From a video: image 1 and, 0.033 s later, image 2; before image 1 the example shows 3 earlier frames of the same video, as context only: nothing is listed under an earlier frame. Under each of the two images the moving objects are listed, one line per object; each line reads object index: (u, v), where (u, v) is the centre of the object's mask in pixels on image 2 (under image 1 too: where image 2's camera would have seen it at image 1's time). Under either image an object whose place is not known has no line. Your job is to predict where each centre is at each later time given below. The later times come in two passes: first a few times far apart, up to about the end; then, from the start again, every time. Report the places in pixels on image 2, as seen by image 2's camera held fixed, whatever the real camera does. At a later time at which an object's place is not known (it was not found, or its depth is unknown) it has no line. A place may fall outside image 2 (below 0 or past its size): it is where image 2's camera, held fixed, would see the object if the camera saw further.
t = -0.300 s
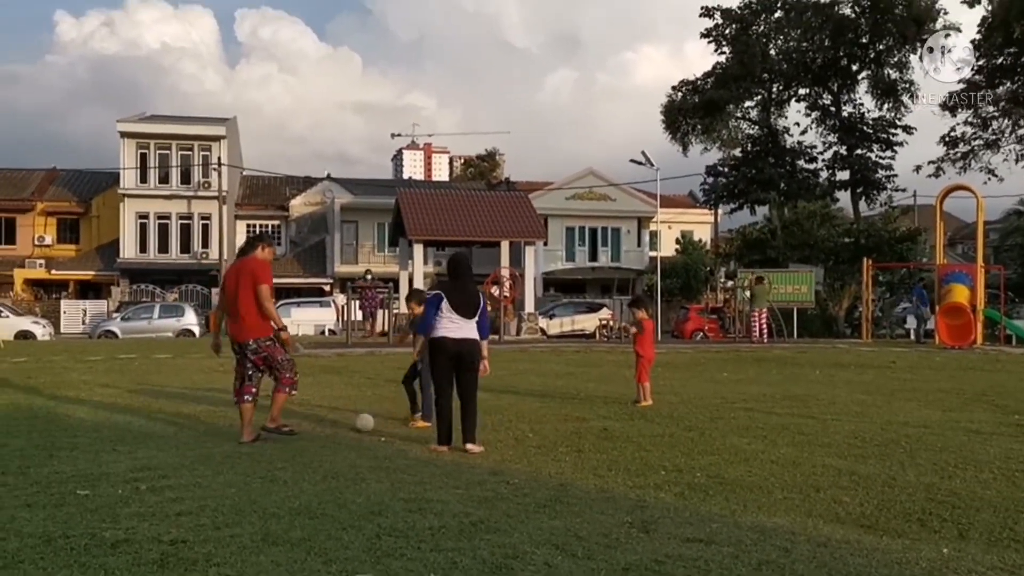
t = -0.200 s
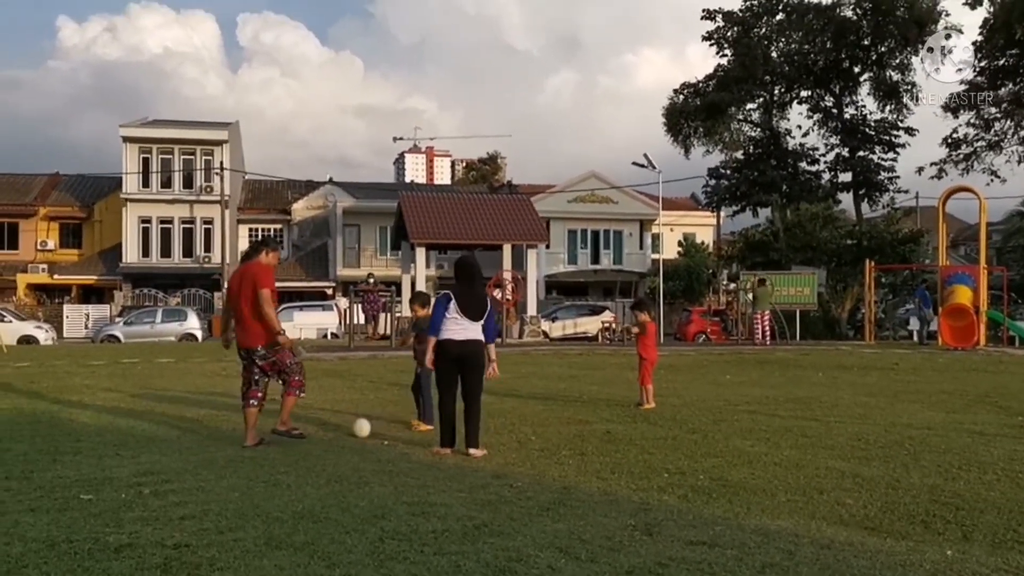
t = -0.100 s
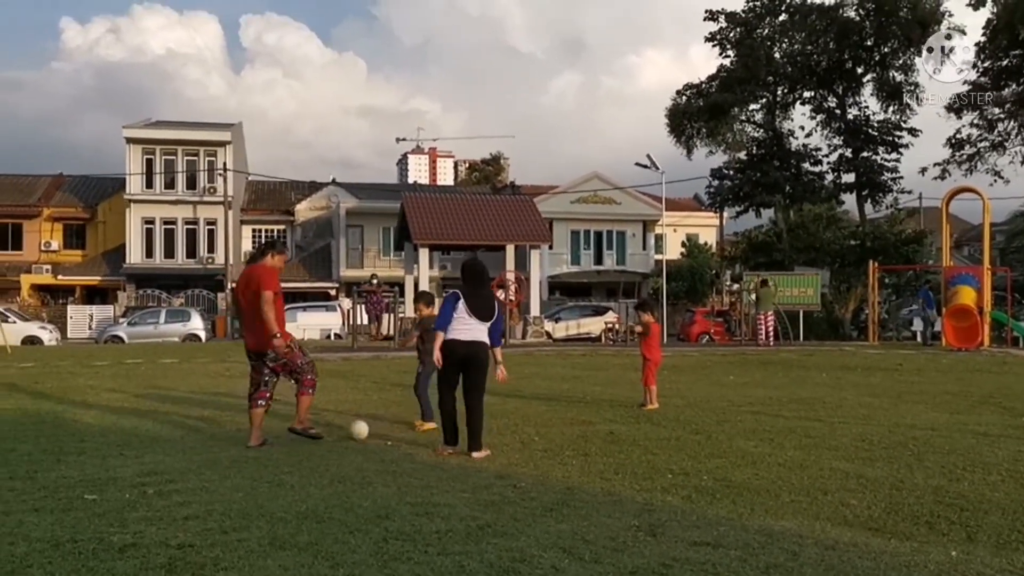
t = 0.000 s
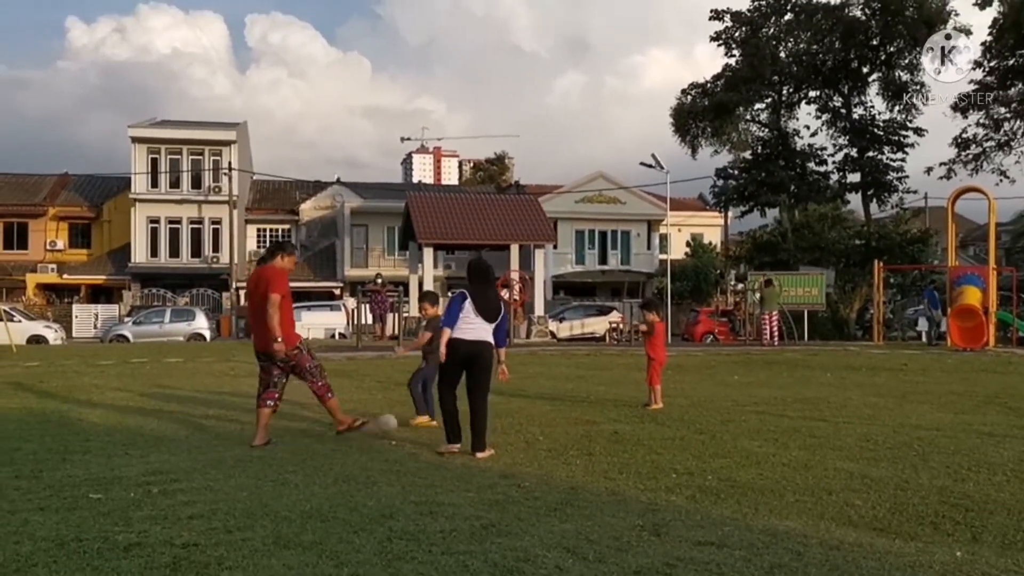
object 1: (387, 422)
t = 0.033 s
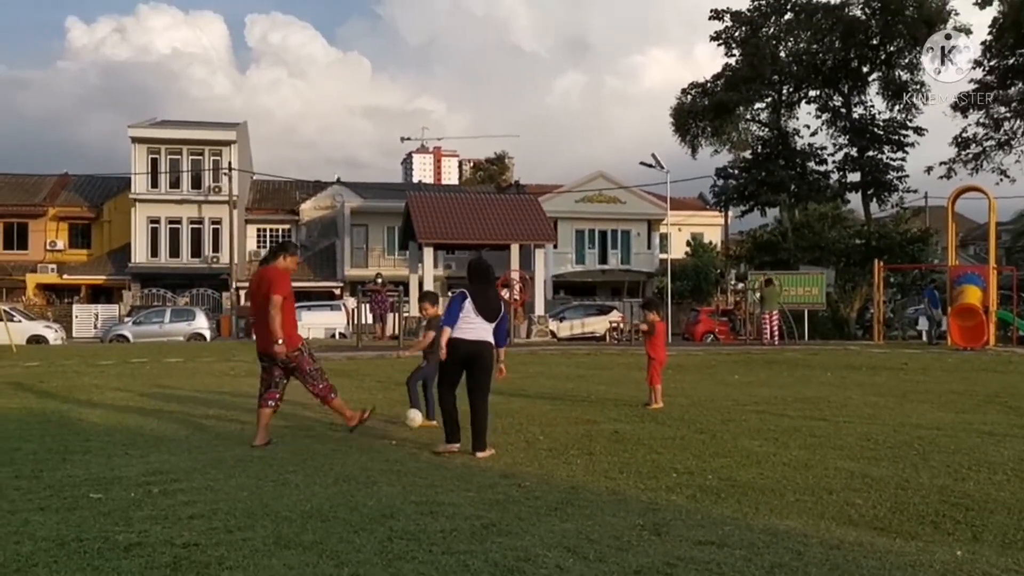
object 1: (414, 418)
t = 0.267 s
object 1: (569, 419)
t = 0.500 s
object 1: (660, 413)
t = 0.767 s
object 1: (736, 404)
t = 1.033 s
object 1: (802, 399)
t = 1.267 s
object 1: (852, 398)
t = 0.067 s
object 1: (434, 415)
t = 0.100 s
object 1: (463, 413)
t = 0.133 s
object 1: (490, 412)
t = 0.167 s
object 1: (507, 412)
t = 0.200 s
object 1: (529, 414)
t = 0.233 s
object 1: (550, 417)
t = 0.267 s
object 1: (569, 419)
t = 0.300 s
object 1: (583, 417)
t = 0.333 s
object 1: (597, 416)
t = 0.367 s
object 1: (612, 417)
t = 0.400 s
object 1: (625, 419)
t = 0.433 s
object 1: (636, 416)
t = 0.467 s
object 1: (648, 414)
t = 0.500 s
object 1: (660, 413)
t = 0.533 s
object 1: (670, 410)
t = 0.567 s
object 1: (679, 406)
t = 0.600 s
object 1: (689, 404)
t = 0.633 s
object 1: (699, 403)
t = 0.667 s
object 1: (708, 404)
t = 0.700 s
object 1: (717, 406)
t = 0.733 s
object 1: (727, 405)
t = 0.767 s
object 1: (736, 404)
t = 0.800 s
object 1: (744, 404)
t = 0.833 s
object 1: (753, 404)
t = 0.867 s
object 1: (762, 403)
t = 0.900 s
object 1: (770, 402)
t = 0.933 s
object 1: (779, 402)
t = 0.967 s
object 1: (787, 401)
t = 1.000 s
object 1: (795, 399)
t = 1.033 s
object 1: (802, 399)
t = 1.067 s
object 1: (811, 399)
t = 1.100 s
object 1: (819, 400)
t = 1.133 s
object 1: (825, 398)
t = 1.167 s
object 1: (832, 397)
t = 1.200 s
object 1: (839, 397)
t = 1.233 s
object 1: (846, 397)
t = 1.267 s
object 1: (852, 398)
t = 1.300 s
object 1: (859, 396)
